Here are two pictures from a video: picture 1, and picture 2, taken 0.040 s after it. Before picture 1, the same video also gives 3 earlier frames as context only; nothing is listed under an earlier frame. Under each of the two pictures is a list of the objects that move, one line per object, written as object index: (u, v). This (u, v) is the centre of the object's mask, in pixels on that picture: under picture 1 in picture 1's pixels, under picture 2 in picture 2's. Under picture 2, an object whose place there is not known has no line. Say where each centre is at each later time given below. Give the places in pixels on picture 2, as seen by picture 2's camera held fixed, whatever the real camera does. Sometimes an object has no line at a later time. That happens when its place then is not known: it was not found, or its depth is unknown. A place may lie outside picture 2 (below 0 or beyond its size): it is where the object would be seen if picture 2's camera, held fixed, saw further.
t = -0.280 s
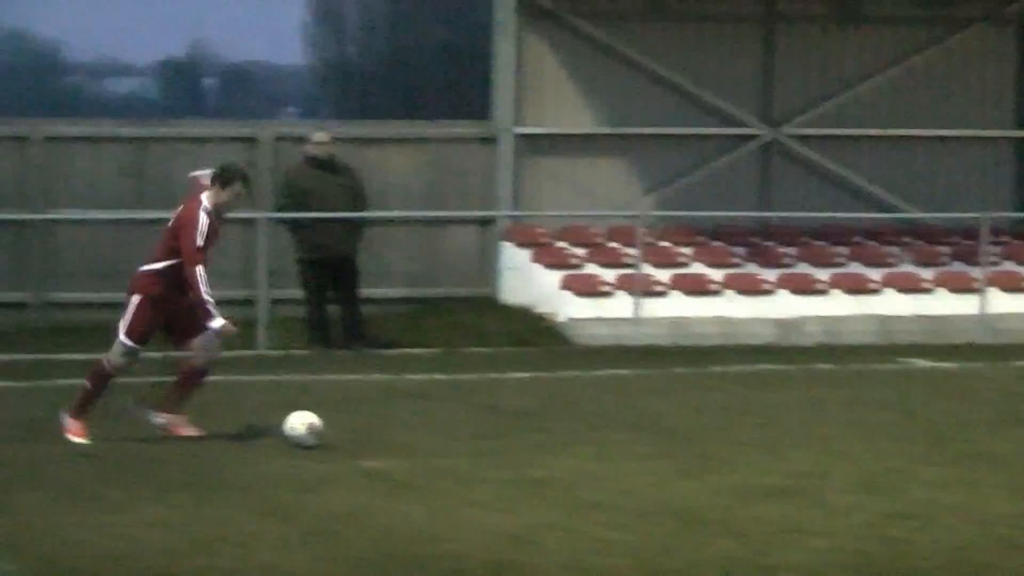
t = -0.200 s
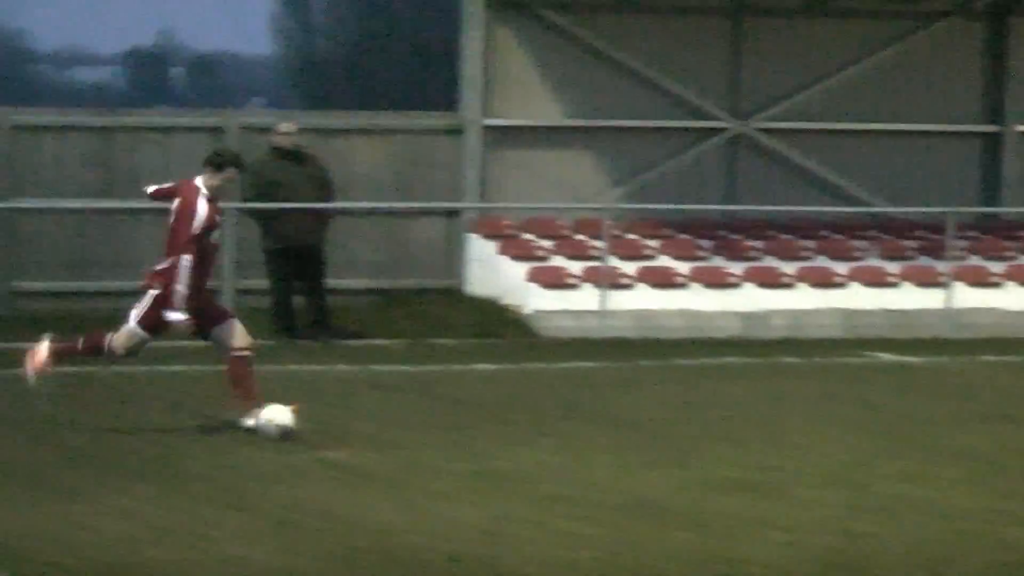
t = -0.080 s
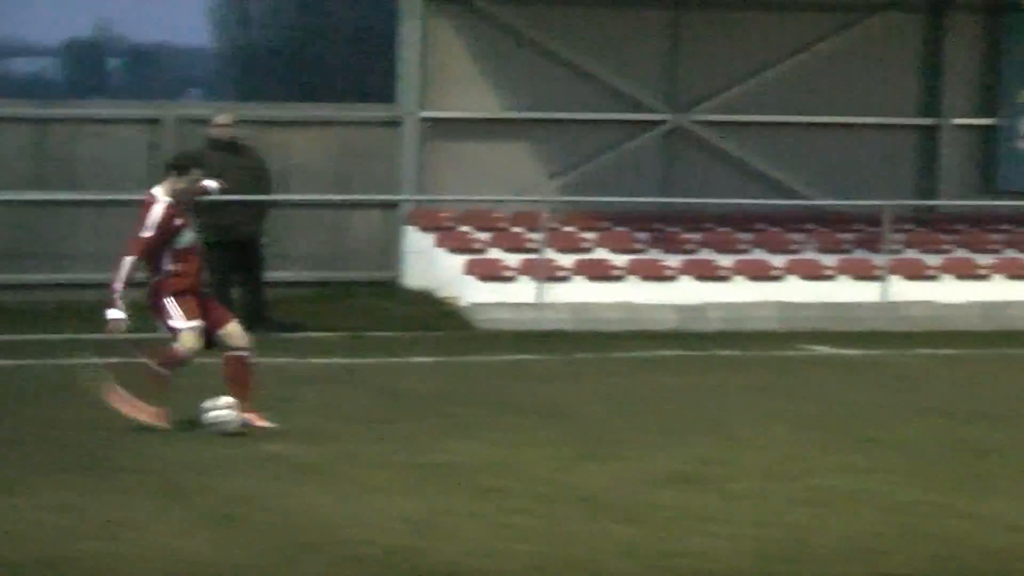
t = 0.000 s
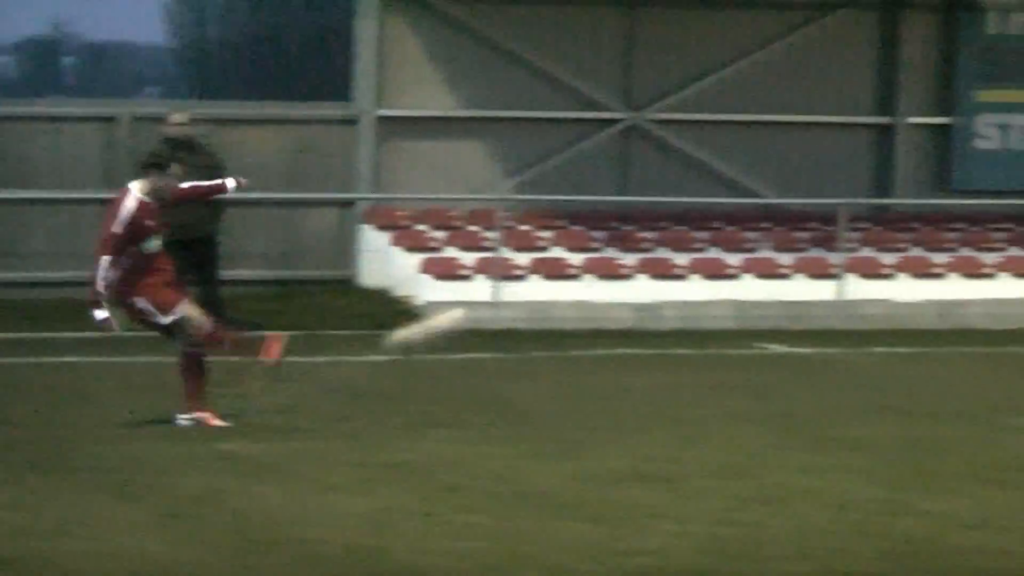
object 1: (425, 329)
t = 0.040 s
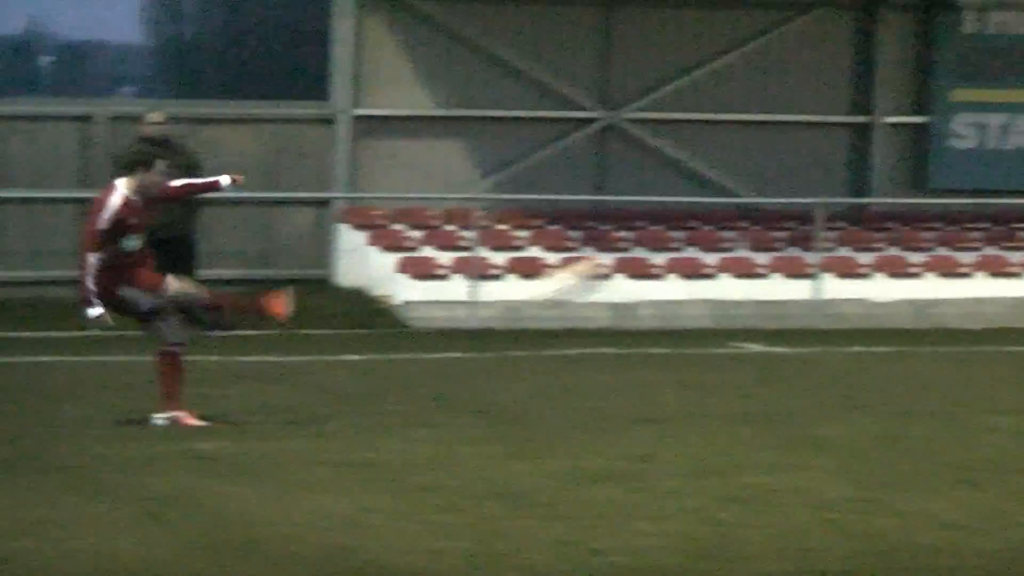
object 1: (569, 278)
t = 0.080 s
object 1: (724, 231)
